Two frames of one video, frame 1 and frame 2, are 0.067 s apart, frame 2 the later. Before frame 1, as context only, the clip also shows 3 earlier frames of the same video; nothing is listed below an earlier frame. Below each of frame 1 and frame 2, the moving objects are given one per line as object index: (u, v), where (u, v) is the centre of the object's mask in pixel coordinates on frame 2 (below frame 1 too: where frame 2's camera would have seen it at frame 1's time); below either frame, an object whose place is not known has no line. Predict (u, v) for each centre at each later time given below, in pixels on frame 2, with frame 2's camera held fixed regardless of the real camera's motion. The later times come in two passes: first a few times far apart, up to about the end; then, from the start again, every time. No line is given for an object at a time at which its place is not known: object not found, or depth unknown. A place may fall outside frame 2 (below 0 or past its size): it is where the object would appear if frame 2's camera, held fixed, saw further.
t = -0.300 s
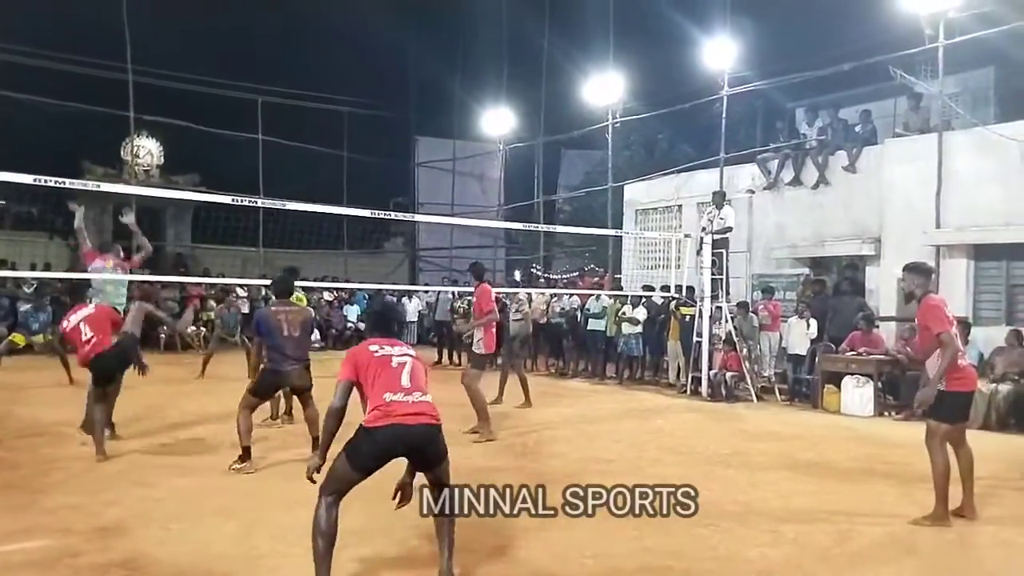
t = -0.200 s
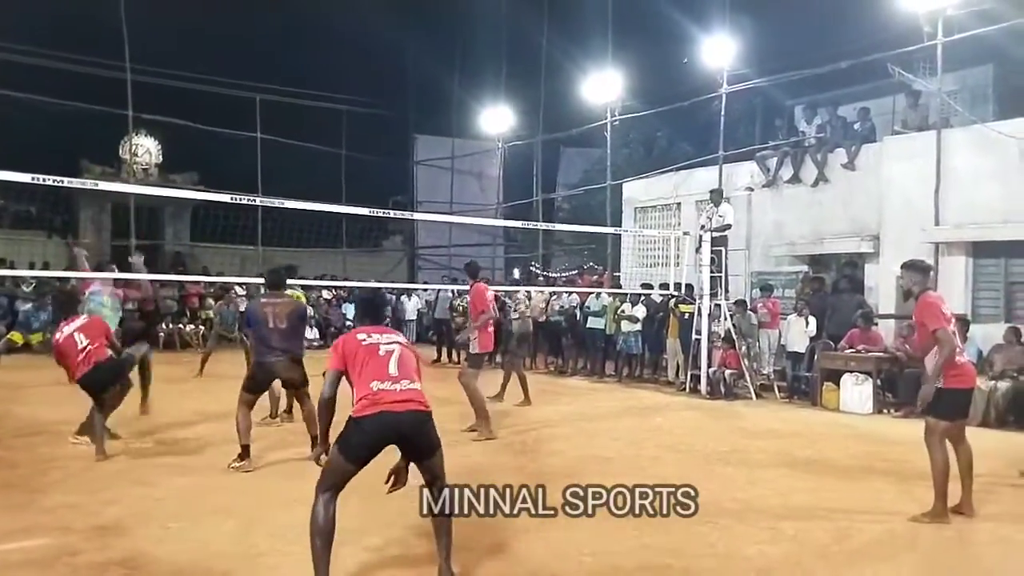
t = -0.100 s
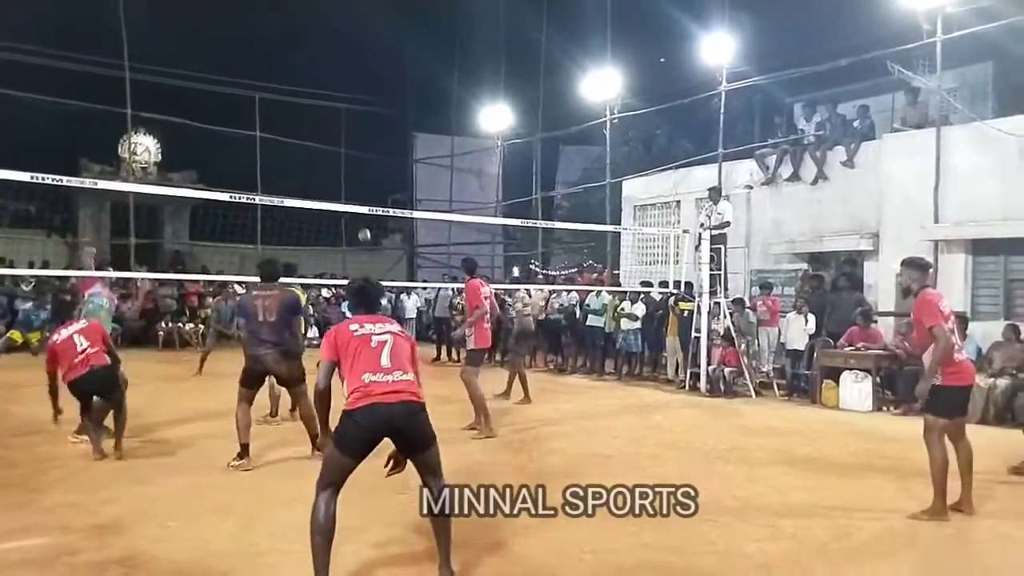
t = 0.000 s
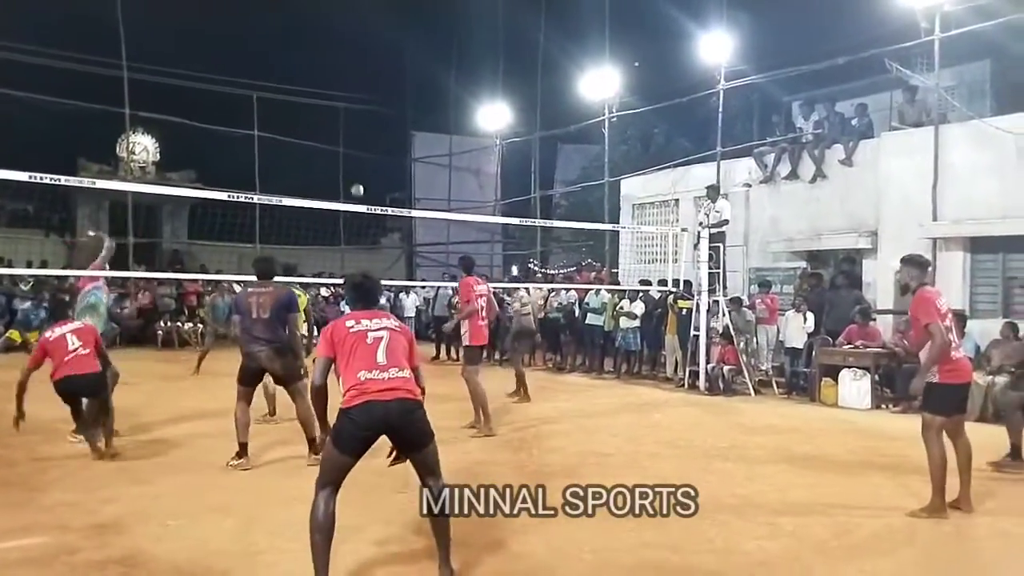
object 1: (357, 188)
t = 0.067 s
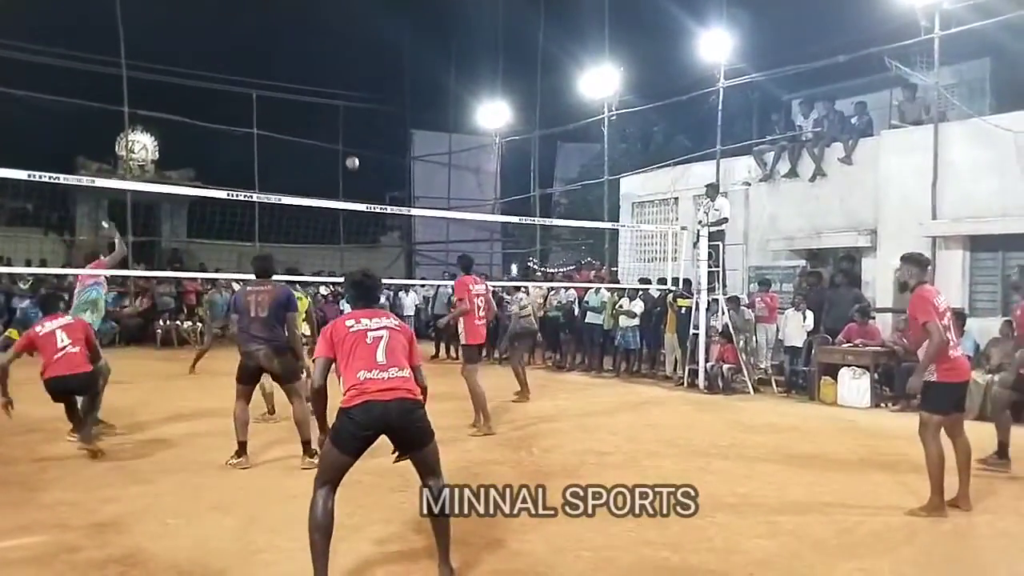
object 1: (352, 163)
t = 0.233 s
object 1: (342, 108)
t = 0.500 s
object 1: (328, 54)
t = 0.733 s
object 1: (314, 41)
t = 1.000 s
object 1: (298, 63)
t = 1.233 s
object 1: (284, 117)
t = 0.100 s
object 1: (350, 151)
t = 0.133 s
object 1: (348, 139)
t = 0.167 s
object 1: (346, 128)
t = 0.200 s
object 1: (345, 118)
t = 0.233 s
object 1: (342, 108)
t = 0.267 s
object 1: (341, 99)
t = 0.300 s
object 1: (339, 91)
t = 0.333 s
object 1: (337, 84)
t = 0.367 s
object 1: (335, 76)
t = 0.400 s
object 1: (333, 69)
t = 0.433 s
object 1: (331, 64)
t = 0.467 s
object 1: (329, 59)
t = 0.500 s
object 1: (328, 54)
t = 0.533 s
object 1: (326, 50)
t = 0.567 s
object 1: (324, 47)
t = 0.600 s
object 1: (322, 45)
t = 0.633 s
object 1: (320, 42)
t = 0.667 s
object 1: (318, 41)
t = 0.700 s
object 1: (316, 41)
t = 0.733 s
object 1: (314, 41)
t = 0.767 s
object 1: (312, 41)
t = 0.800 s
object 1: (310, 42)
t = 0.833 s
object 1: (308, 44)
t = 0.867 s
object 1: (307, 47)
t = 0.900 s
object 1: (305, 50)
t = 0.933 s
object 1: (303, 53)
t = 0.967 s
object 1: (301, 58)
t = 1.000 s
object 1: (298, 63)
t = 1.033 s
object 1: (297, 69)
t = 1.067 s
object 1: (294, 76)
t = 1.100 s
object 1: (292, 83)
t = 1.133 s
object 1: (290, 90)
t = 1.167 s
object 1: (288, 99)
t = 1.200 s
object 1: (286, 107)
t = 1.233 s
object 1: (284, 117)
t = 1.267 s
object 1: (282, 127)
